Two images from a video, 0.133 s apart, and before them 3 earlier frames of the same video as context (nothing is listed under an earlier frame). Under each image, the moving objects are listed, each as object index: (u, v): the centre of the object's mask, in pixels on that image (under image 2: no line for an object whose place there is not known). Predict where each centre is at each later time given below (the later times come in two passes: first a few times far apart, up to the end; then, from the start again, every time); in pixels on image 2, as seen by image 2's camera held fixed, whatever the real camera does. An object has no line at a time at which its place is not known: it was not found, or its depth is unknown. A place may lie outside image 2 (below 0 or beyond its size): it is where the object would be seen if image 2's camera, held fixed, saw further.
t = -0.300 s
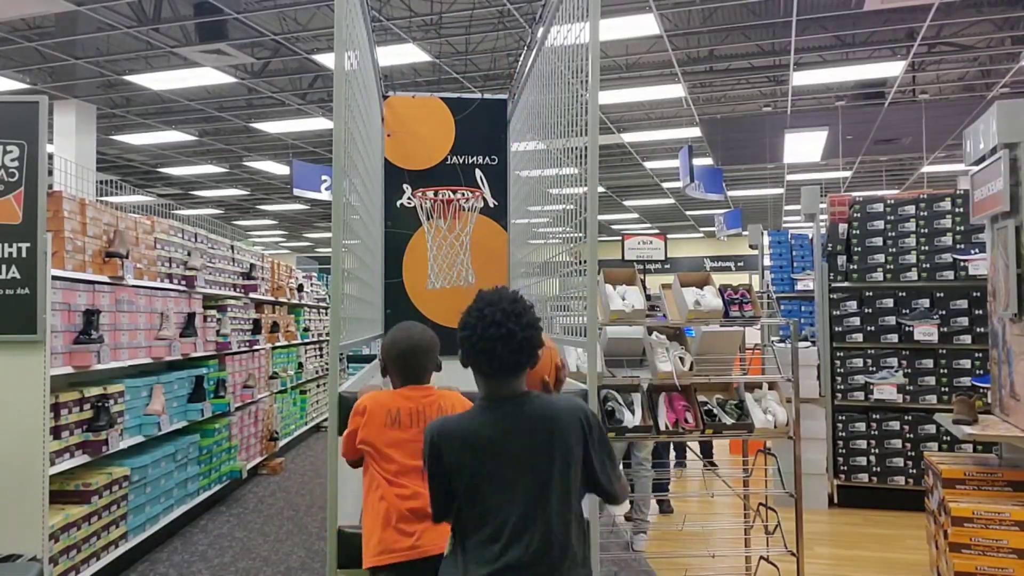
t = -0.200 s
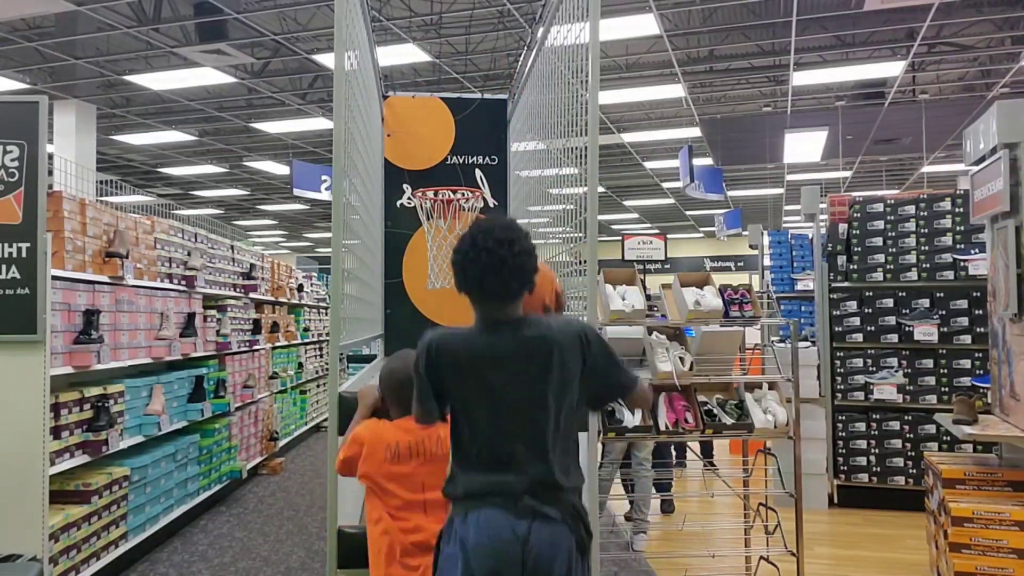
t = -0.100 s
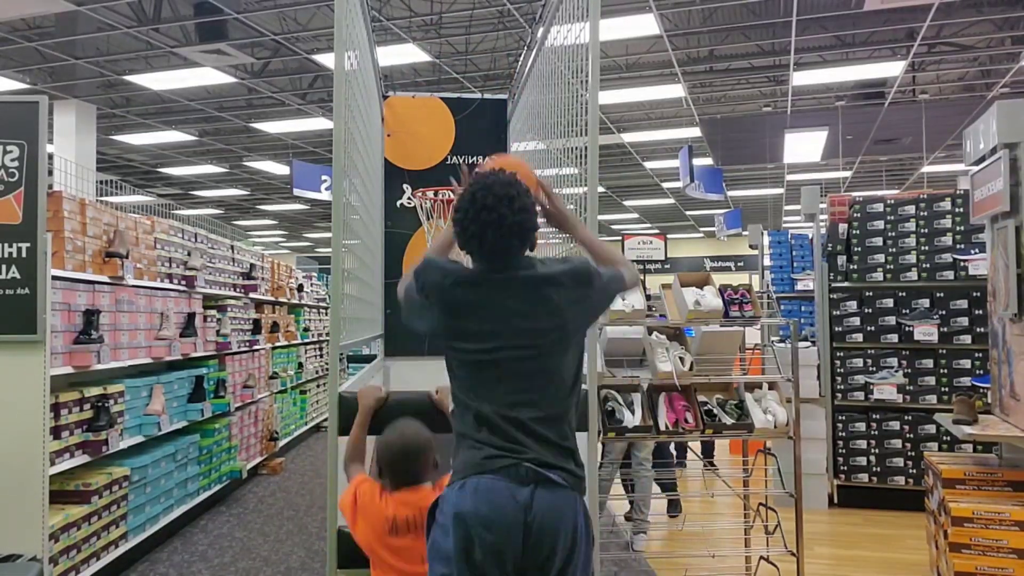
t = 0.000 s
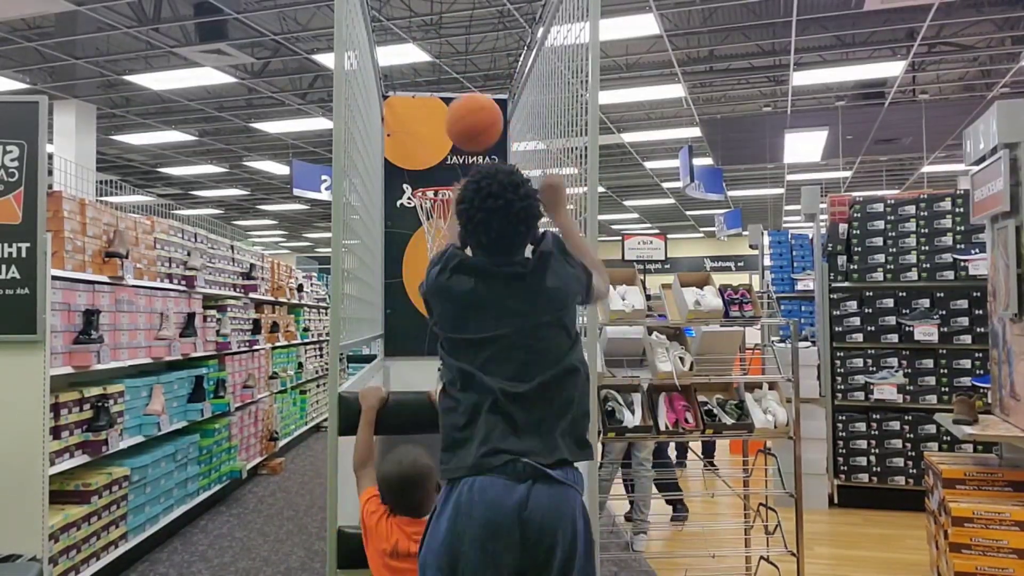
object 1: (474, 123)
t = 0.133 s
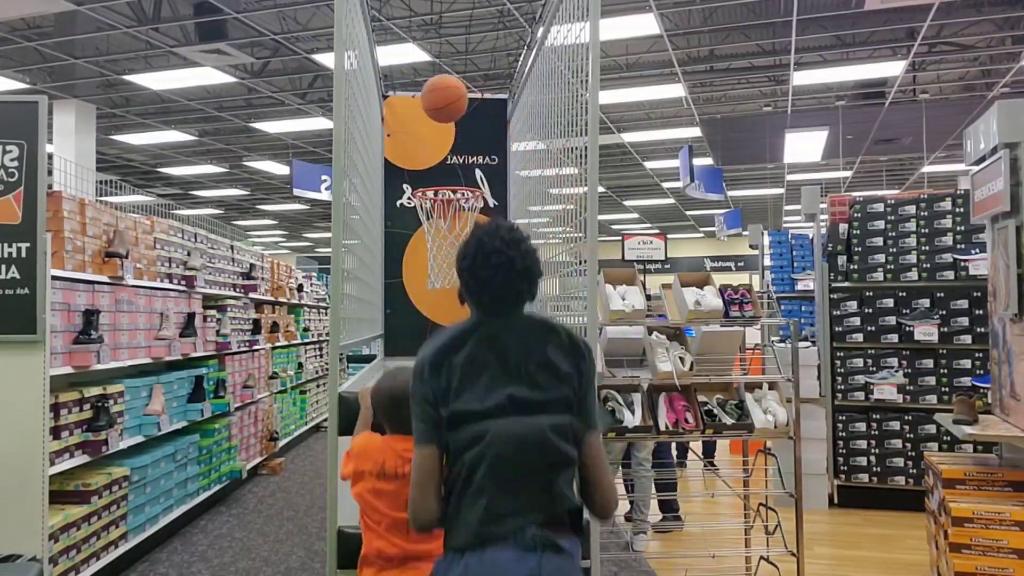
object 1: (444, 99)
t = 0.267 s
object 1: (424, 119)
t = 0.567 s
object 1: (429, 166)
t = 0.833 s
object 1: (477, 181)
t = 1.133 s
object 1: (498, 324)
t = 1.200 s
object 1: (492, 368)
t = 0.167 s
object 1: (439, 101)
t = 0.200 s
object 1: (433, 105)
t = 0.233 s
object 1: (429, 111)
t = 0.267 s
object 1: (424, 119)
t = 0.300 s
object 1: (420, 131)
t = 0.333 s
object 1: (417, 143)
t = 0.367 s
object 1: (413, 157)
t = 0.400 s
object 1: (409, 170)
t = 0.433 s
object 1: (404, 180)
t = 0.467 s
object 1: (396, 175)
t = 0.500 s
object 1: (406, 170)
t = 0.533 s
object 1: (418, 168)
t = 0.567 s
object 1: (429, 166)
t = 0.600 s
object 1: (440, 167)
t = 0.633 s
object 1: (451, 170)
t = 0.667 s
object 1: (457, 169)
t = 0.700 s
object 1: (461, 168)
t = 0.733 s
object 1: (465, 168)
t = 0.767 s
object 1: (469, 170)
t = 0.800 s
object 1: (473, 175)
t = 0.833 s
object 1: (477, 181)
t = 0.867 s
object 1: (482, 190)
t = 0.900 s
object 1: (486, 201)
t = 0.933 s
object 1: (490, 214)
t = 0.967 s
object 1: (494, 229)
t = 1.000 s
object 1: (498, 247)
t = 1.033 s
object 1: (503, 267)
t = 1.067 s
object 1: (503, 286)
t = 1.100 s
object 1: (501, 303)
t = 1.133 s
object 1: (498, 324)
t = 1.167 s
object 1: (495, 344)
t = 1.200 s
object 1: (492, 368)
